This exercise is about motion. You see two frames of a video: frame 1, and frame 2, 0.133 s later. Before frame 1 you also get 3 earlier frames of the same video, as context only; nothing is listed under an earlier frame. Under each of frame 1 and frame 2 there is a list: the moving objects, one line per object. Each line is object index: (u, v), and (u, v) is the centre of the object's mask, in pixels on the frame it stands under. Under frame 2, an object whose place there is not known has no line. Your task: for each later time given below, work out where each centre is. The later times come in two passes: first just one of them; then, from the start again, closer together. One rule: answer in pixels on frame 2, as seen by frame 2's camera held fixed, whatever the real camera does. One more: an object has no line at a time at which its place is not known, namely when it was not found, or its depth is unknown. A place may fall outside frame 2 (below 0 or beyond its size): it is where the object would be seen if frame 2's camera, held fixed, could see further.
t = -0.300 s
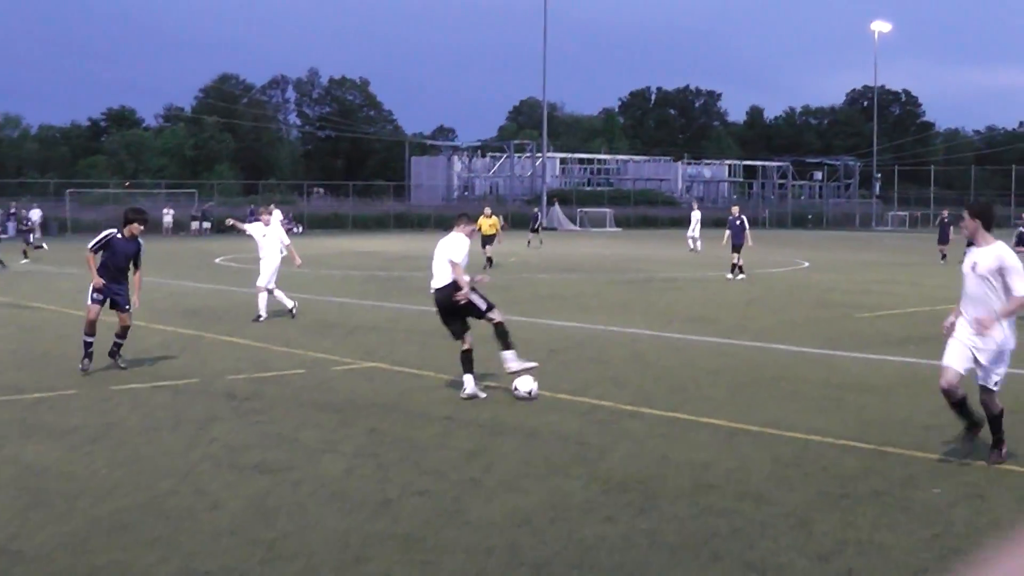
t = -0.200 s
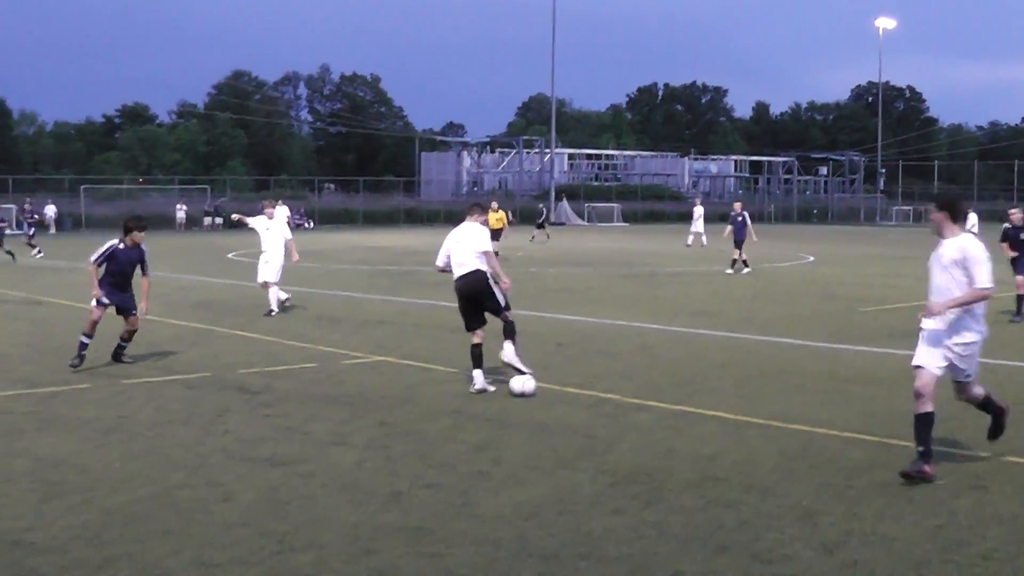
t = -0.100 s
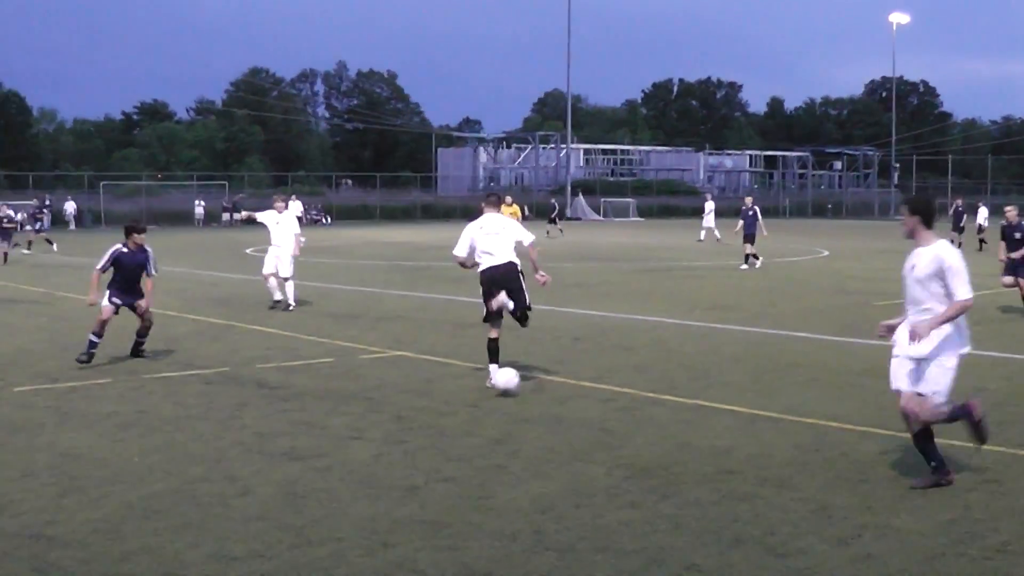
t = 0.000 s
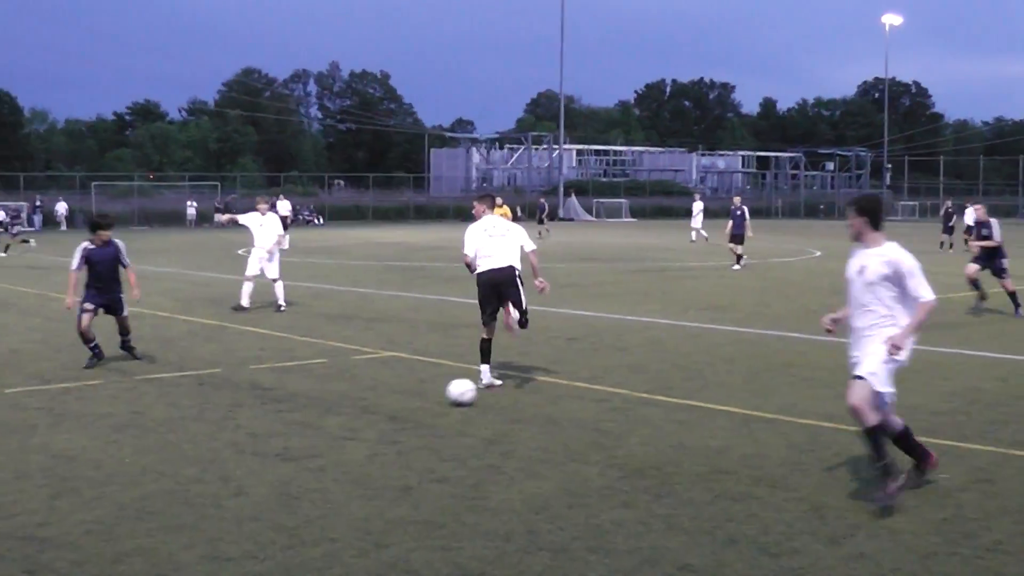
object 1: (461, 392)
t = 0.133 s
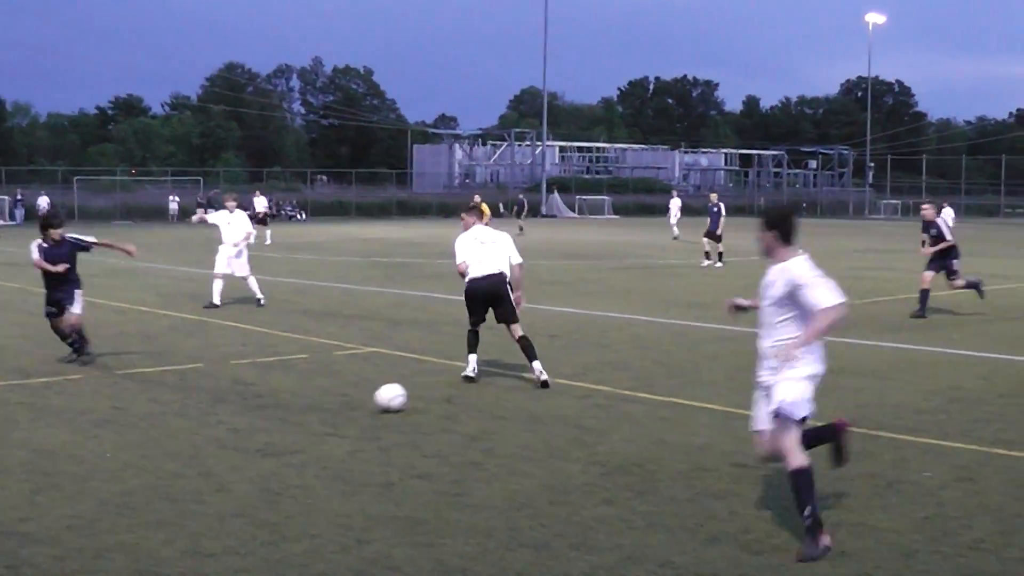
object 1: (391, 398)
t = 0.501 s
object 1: (223, 432)
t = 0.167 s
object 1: (376, 401)
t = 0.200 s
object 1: (362, 404)
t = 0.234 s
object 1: (347, 407)
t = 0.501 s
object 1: (223, 432)
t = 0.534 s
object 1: (206, 435)
